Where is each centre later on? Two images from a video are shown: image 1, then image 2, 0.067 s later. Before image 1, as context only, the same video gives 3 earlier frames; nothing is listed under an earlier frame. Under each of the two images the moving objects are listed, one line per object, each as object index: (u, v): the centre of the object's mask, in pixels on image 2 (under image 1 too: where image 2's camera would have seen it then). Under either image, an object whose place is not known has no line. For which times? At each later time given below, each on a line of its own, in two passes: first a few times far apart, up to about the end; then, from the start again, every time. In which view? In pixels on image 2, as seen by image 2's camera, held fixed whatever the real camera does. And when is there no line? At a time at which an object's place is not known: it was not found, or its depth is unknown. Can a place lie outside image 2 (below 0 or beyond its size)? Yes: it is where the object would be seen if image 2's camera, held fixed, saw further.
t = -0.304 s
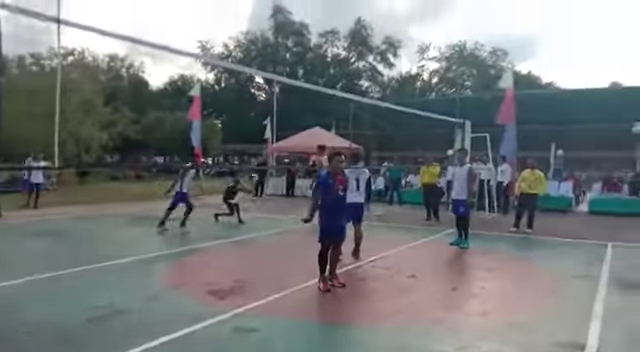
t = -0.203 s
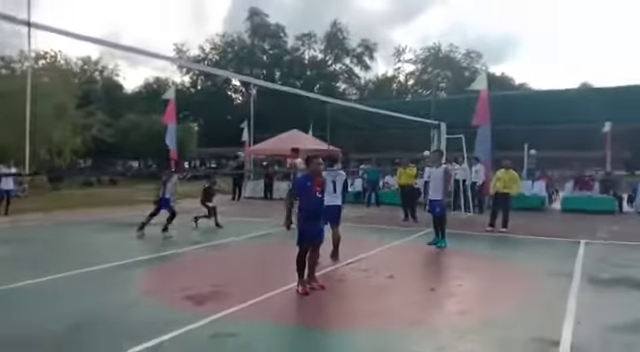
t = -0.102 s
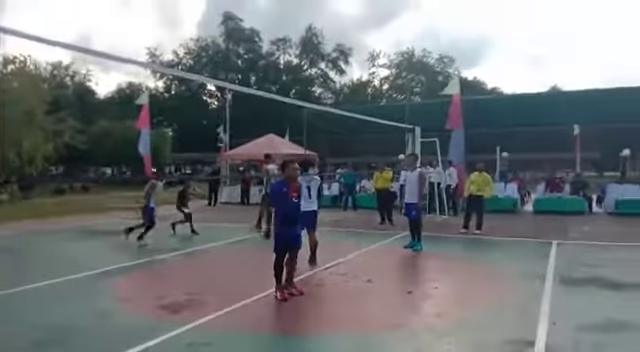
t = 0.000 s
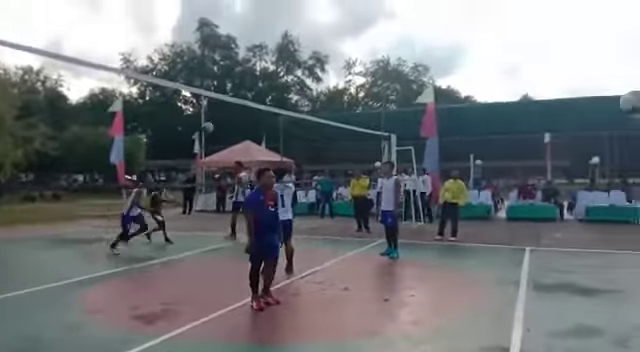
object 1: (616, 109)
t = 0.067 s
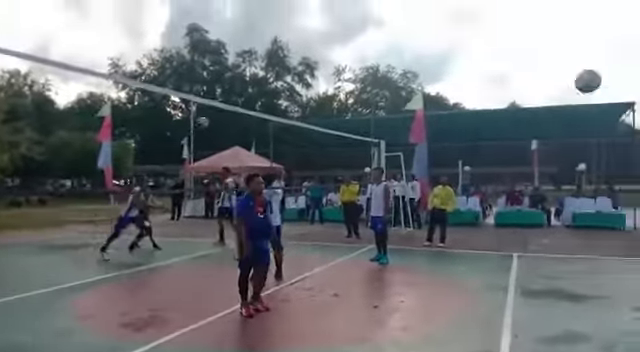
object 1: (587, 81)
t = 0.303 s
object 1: (487, 24)
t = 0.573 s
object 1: (392, 29)
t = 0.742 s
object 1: (339, 64)
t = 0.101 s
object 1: (571, 69)
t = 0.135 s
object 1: (557, 58)
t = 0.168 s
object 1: (542, 49)
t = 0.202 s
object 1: (527, 41)
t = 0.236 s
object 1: (514, 34)
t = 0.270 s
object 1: (500, 28)
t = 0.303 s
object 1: (487, 24)
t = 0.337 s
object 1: (475, 20)
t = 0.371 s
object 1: (462, 18)
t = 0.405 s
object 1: (450, 17)
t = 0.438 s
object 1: (438, 17)
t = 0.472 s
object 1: (426, 19)
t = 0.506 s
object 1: (414, 22)
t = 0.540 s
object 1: (403, 25)
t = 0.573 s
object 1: (392, 29)
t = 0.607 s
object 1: (381, 34)
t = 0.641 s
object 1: (370, 40)
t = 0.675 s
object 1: (359, 47)
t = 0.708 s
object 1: (349, 55)
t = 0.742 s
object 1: (339, 64)
